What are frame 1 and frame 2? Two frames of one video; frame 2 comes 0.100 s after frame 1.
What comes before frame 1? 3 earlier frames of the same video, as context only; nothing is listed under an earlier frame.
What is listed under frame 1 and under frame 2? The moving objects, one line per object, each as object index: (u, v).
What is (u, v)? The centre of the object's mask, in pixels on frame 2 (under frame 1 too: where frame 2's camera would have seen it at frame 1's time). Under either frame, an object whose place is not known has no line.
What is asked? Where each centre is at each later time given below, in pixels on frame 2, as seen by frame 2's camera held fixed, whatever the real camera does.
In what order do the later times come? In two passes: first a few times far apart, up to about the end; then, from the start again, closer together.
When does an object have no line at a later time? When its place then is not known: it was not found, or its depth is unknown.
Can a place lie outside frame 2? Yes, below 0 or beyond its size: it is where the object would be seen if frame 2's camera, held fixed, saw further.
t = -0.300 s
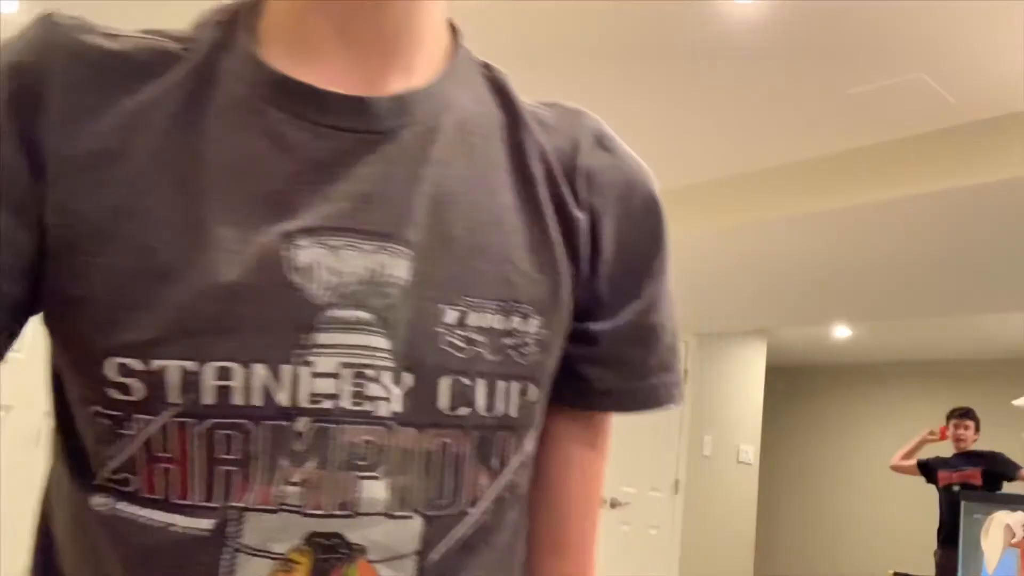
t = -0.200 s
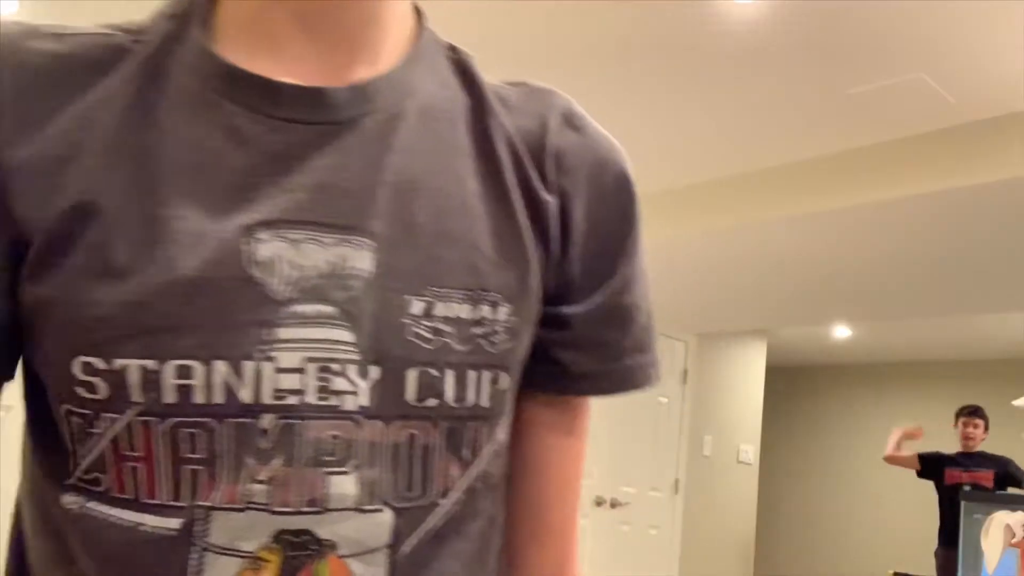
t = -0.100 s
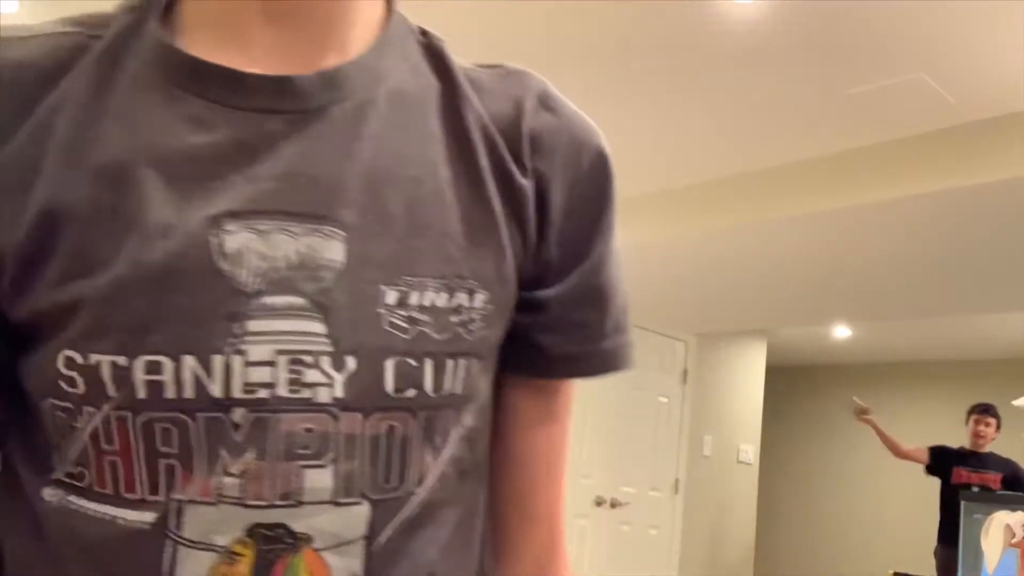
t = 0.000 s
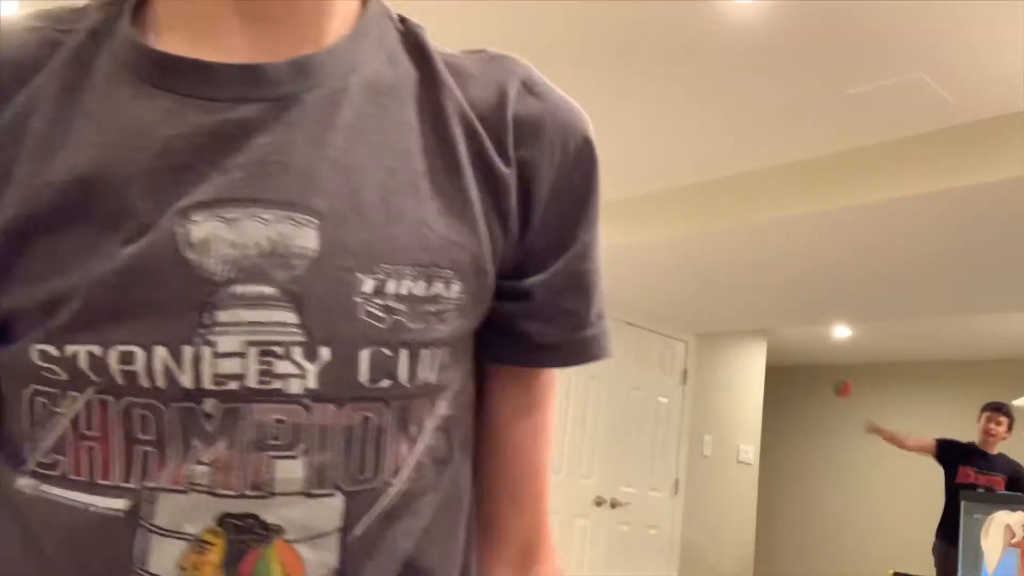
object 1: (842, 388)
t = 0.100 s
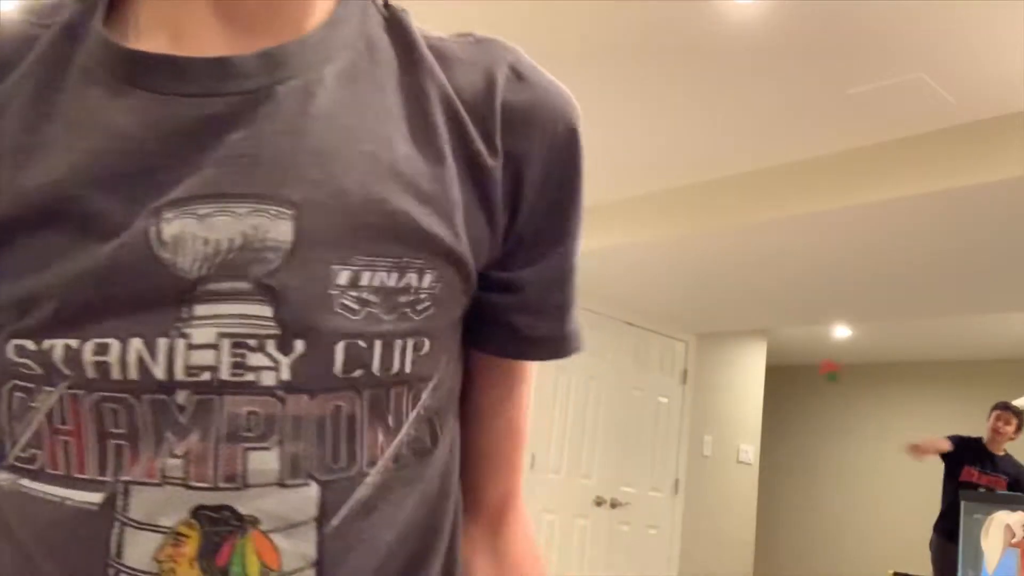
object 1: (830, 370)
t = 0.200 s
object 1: (816, 355)
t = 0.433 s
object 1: (752, 320)
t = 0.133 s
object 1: (825, 366)
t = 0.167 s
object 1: (824, 362)
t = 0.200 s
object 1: (816, 355)
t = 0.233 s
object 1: (811, 350)
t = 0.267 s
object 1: (804, 344)
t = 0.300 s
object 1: (796, 339)
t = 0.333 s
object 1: (788, 334)
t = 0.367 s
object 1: (779, 330)
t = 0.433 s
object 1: (752, 320)
